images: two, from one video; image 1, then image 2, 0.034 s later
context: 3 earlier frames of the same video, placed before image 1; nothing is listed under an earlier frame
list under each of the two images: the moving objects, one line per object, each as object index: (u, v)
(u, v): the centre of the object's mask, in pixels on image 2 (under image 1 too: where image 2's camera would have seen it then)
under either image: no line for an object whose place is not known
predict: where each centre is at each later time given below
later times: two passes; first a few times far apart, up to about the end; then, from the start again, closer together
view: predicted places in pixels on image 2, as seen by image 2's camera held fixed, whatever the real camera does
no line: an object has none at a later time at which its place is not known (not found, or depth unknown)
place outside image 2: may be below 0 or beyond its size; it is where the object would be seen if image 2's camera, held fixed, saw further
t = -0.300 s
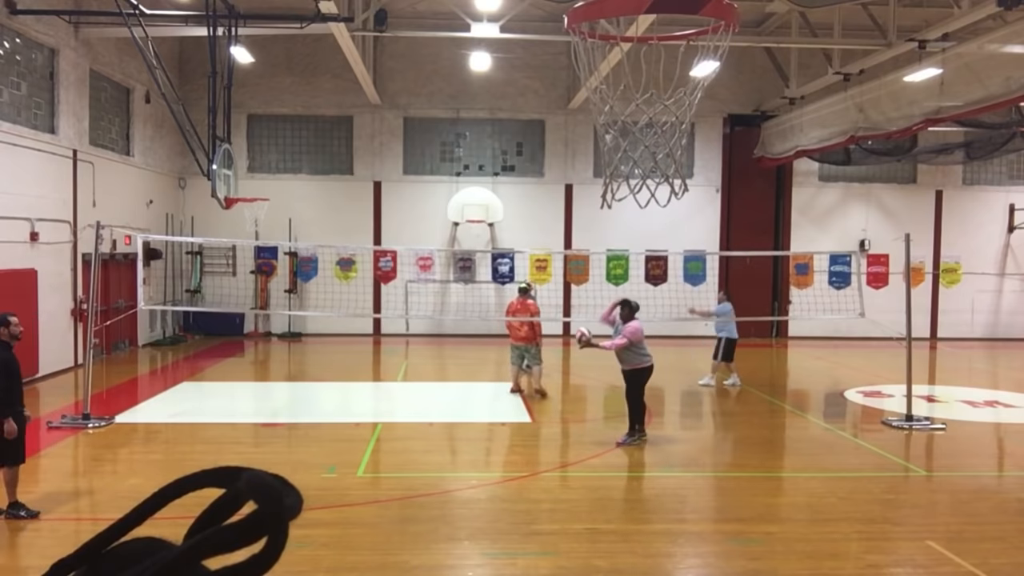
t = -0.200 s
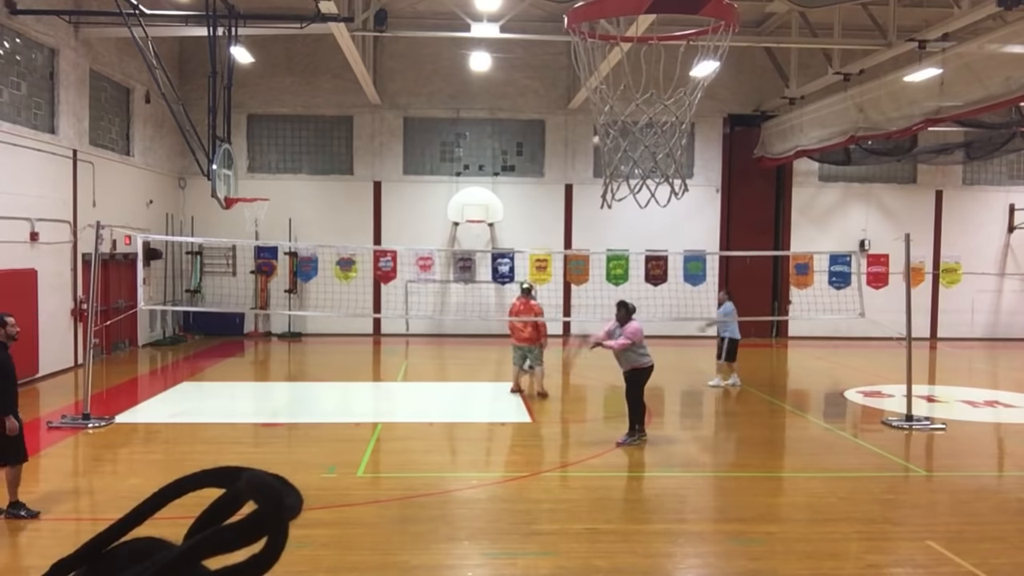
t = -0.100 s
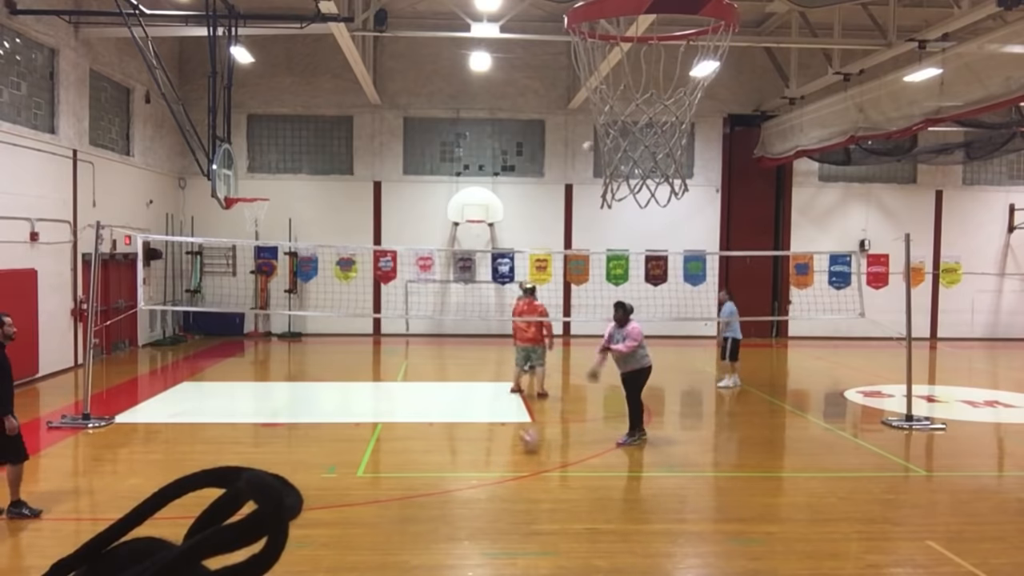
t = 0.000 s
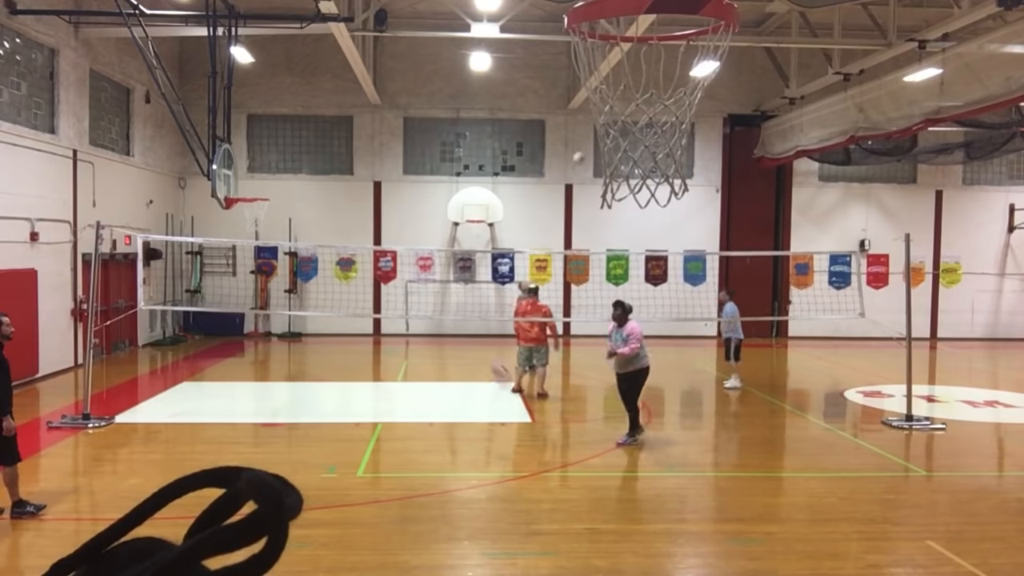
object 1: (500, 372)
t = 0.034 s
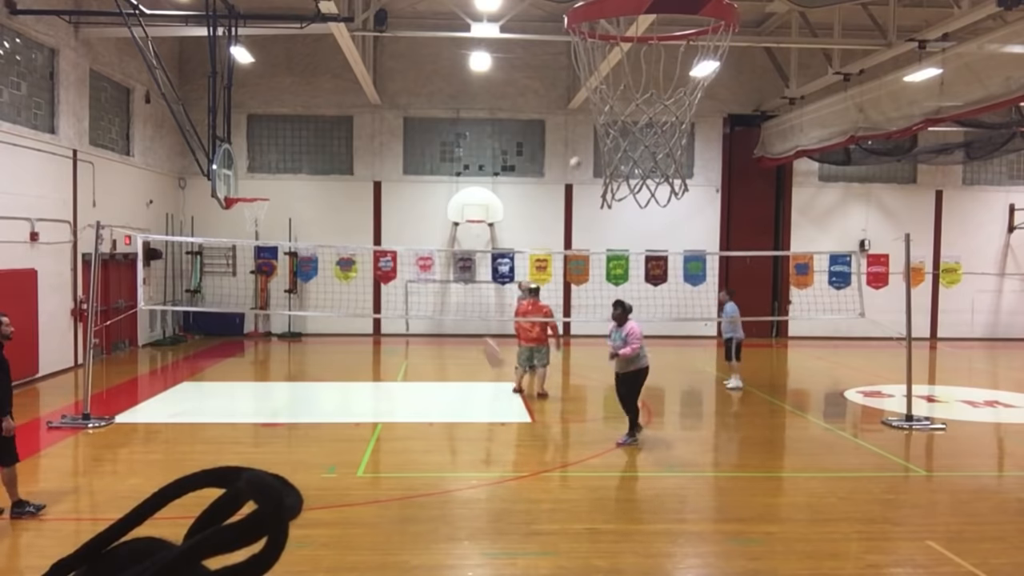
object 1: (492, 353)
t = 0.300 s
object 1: (407, 211)
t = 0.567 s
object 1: (308, 125)
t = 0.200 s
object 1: (441, 258)
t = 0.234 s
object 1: (429, 241)
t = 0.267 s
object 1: (419, 226)
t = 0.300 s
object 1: (407, 211)
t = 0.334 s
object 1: (396, 195)
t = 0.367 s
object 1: (384, 181)
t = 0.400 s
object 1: (372, 169)
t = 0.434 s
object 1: (360, 158)
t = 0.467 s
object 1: (347, 147)
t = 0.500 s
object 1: (335, 140)
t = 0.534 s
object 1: (321, 130)
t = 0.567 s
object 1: (308, 125)
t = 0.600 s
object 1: (296, 119)
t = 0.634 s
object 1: (282, 113)
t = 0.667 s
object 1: (268, 109)
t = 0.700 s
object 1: (254, 106)
